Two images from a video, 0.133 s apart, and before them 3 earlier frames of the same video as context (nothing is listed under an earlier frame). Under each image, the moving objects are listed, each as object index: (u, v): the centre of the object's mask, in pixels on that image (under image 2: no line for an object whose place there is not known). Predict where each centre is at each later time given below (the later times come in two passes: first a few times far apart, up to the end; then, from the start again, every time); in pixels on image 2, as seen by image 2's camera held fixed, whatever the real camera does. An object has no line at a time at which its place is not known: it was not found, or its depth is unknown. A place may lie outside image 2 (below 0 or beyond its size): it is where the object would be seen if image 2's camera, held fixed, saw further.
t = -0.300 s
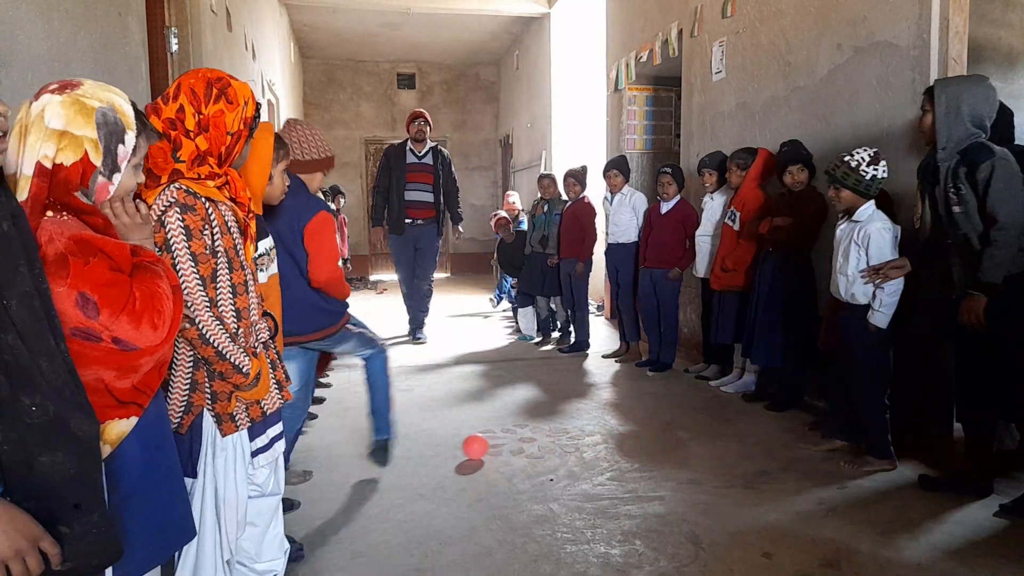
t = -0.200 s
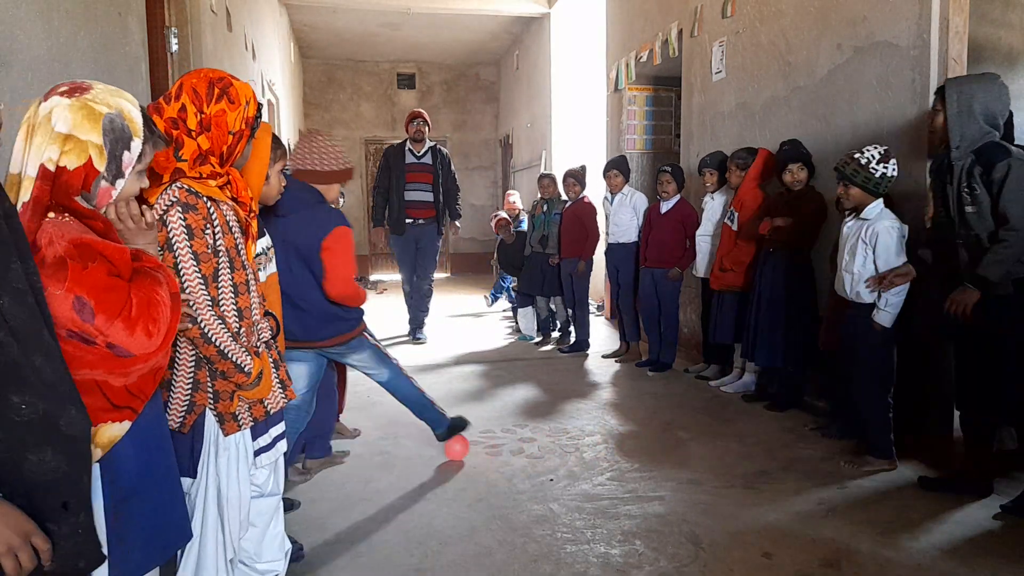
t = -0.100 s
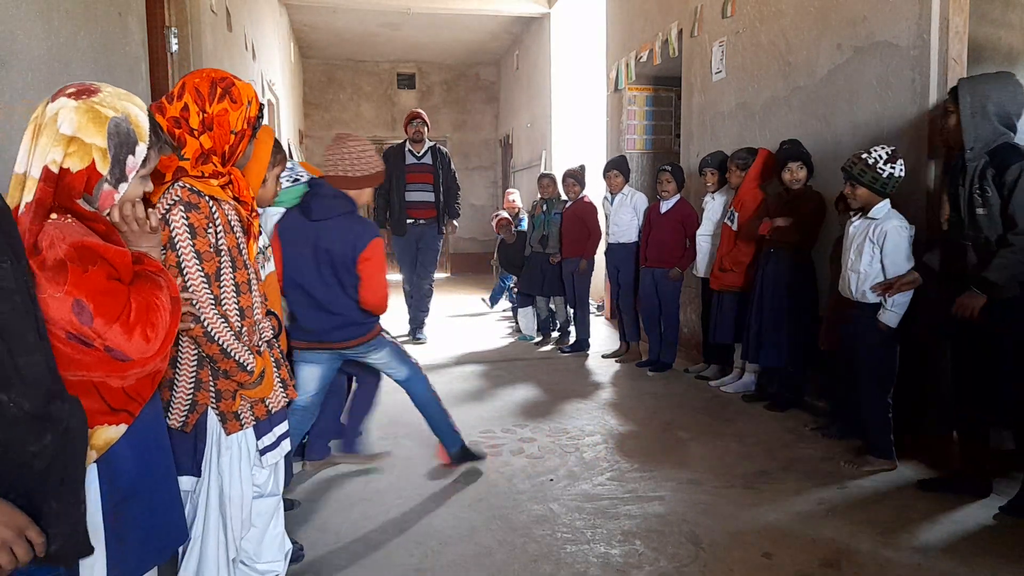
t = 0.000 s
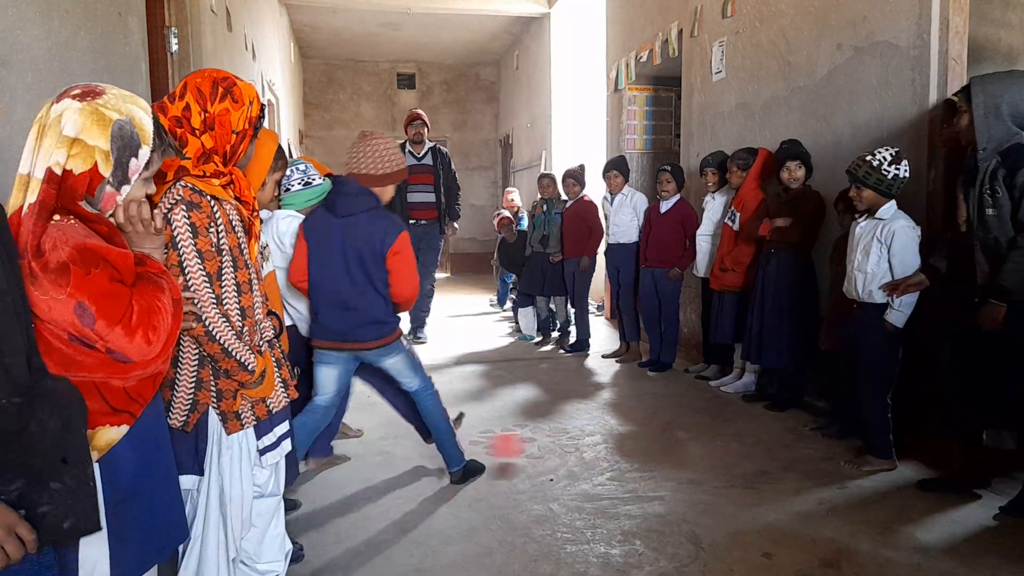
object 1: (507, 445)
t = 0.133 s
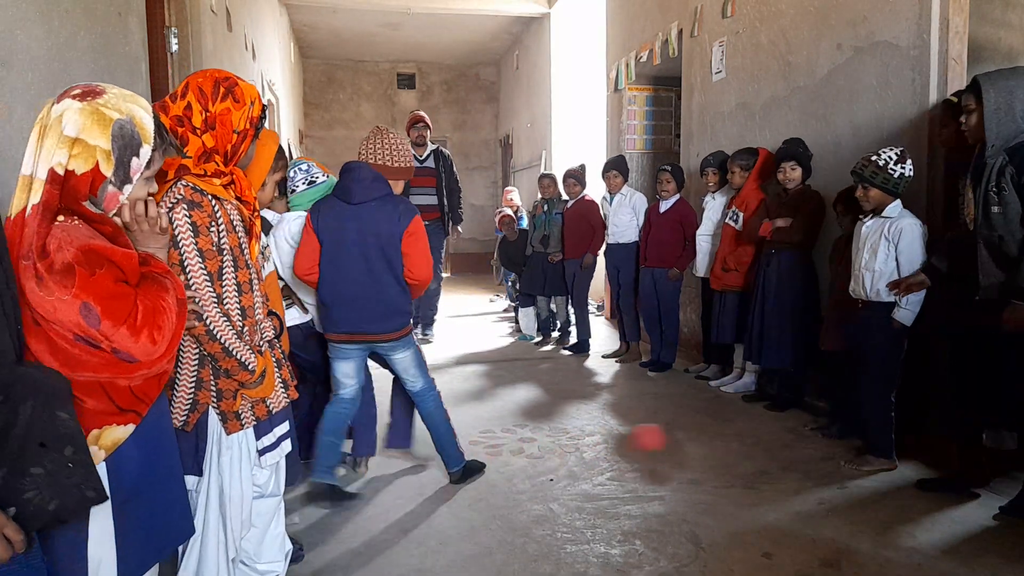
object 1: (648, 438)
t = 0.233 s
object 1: (747, 449)
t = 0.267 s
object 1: (781, 441)
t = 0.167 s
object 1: (681, 438)
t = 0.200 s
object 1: (714, 441)
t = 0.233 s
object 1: (747, 449)
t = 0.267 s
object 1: (781, 441)
